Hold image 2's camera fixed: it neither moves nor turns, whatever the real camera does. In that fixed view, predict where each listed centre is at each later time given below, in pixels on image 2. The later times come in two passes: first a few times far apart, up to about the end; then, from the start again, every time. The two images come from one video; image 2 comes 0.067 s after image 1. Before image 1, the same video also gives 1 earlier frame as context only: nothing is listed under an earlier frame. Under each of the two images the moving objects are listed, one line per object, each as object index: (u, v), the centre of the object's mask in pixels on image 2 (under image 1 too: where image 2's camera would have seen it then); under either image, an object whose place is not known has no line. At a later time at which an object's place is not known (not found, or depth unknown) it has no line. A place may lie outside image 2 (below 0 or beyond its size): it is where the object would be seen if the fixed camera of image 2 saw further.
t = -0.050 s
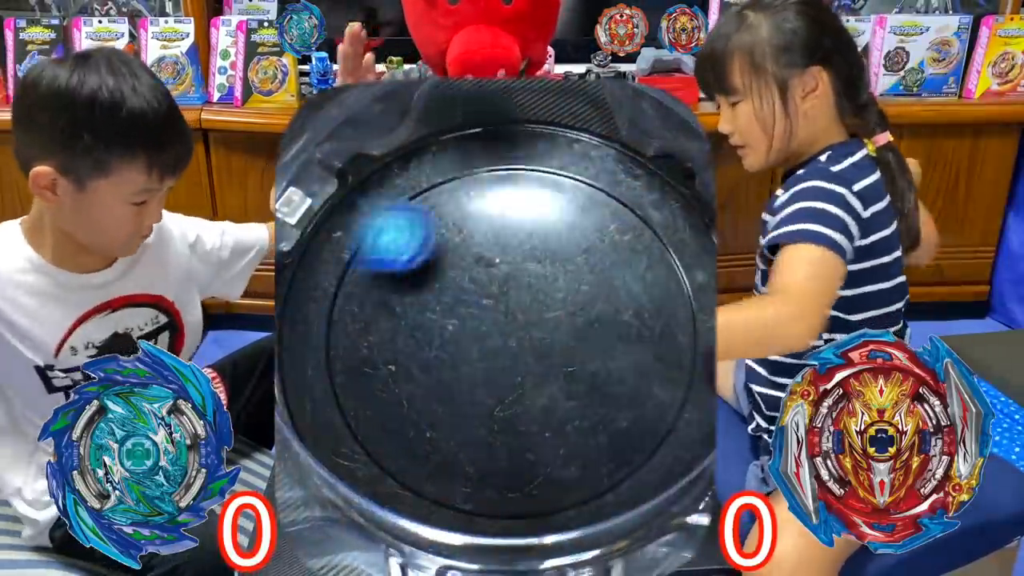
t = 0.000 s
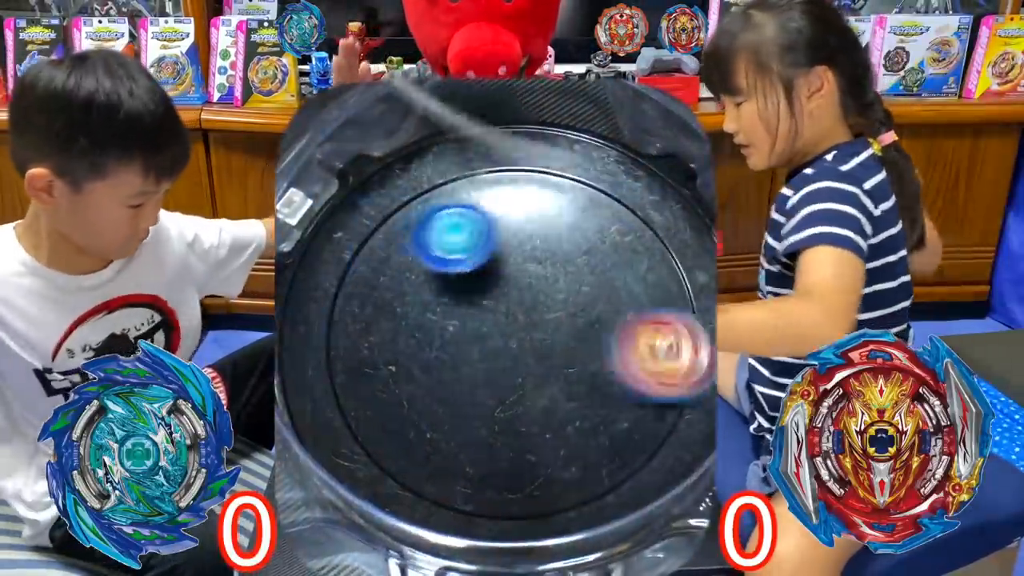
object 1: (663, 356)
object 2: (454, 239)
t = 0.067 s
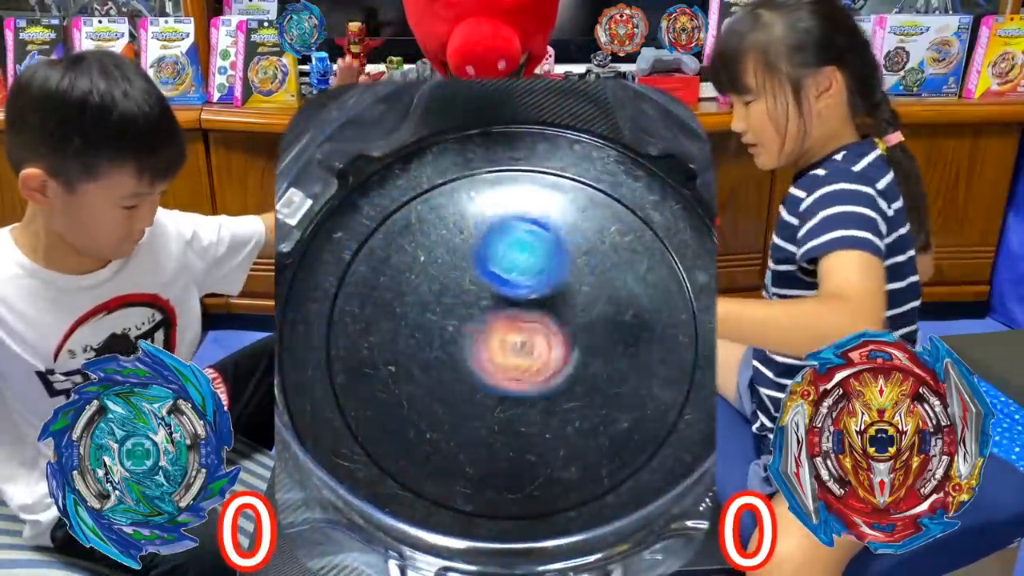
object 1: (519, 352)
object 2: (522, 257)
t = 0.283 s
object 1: (315, 301)
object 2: (616, 311)
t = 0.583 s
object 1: (348, 380)
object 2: (686, 224)
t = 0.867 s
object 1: (477, 392)
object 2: (521, 303)
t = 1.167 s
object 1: (545, 428)
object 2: (563, 201)
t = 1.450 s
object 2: (432, 182)
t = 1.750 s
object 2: (453, 329)
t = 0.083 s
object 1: (486, 348)
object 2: (541, 268)
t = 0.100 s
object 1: (454, 343)
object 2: (560, 281)
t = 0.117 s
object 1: (423, 337)
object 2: (579, 296)
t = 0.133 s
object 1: (394, 330)
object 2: (598, 314)
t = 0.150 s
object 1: (368, 323)
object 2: (613, 331)
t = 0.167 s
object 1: (344, 316)
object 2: (629, 350)
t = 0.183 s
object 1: (325, 309)
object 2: (641, 367)
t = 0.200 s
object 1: (316, 303)
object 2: (641, 363)
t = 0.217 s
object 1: (310, 298)
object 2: (639, 352)
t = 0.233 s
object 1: (306, 295)
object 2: (633, 339)
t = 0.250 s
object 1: (306, 296)
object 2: (629, 328)
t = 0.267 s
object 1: (310, 299)
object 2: (623, 319)
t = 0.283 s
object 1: (315, 301)
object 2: (616, 311)
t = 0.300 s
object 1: (323, 304)
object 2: (607, 305)
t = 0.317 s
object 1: (333, 309)
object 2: (601, 302)
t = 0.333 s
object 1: (344, 314)
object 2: (592, 300)
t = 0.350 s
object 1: (357, 320)
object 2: (585, 300)
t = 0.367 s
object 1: (371, 327)
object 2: (577, 302)
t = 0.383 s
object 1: (385, 333)
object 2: (570, 300)
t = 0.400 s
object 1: (401, 338)
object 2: (562, 299)
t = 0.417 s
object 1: (418, 343)
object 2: (556, 298)
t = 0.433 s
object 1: (435, 347)
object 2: (549, 299)
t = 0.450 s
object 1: (451, 349)
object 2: (541, 303)
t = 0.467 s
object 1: (455, 351)
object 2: (547, 306)
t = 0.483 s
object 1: (438, 356)
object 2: (588, 299)
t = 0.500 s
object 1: (419, 361)
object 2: (629, 287)
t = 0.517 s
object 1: (402, 367)
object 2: (667, 278)
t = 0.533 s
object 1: (386, 371)
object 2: (686, 261)
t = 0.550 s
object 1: (372, 373)
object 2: (695, 243)
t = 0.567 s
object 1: (357, 379)
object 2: (694, 228)
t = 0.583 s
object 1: (348, 380)
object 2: (686, 224)
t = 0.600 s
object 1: (338, 384)
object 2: (675, 223)
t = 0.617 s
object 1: (335, 384)
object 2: (659, 224)
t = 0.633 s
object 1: (337, 385)
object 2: (639, 227)
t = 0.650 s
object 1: (340, 386)
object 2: (620, 232)
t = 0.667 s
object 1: (345, 388)
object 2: (609, 231)
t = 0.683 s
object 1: (351, 389)
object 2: (601, 229)
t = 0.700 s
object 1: (358, 392)
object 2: (592, 231)
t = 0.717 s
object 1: (369, 394)
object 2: (583, 236)
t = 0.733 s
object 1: (381, 396)
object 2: (574, 241)
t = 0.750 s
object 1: (391, 397)
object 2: (565, 244)
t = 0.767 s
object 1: (405, 398)
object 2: (554, 249)
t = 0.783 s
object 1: (417, 399)
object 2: (544, 257)
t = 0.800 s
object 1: (433, 398)
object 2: (536, 265)
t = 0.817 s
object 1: (445, 394)
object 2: (527, 276)
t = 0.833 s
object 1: (461, 391)
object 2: (521, 288)
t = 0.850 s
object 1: (474, 386)
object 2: (519, 300)
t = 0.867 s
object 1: (477, 392)
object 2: (521, 303)
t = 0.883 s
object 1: (469, 415)
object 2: (530, 292)
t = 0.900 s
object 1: (462, 436)
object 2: (539, 281)
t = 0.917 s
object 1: (455, 460)
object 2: (547, 273)
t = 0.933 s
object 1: (448, 477)
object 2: (555, 264)
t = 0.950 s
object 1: (444, 490)
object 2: (563, 260)
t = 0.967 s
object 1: (441, 499)
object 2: (571, 252)
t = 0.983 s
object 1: (438, 516)
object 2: (576, 244)
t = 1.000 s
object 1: (446, 505)
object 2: (582, 234)
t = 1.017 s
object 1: (453, 502)
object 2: (587, 229)
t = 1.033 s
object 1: (461, 498)
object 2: (589, 221)
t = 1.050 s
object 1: (469, 494)
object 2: (588, 215)
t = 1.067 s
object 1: (478, 489)
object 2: (585, 210)
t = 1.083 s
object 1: (488, 481)
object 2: (582, 205)
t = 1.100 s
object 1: (499, 472)
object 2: (579, 201)
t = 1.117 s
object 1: (511, 463)
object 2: (575, 200)
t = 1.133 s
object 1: (522, 452)
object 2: (571, 199)
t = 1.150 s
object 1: (533, 442)
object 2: (567, 199)
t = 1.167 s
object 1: (545, 428)
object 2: (563, 201)
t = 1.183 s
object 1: (553, 416)
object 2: (556, 206)
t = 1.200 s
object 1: (560, 401)
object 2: (550, 210)
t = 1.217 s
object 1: (567, 385)
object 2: (546, 215)
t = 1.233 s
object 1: (570, 369)
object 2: (541, 221)
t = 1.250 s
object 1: (572, 354)
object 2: (539, 227)
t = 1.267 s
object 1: (573, 337)
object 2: (535, 234)
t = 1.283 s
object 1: (572, 323)
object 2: (534, 241)
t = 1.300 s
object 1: (573, 320)
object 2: (530, 235)
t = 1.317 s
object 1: (580, 329)
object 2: (522, 217)
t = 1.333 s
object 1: (585, 337)
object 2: (511, 204)
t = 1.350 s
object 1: (588, 343)
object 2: (499, 192)
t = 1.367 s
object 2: (486, 182)
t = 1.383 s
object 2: (475, 177)
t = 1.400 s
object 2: (463, 170)
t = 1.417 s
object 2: (451, 168)
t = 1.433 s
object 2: (440, 173)
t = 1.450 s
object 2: (432, 182)
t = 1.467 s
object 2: (422, 185)
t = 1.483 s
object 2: (412, 189)
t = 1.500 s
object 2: (403, 195)
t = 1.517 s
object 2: (396, 204)
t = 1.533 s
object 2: (388, 213)
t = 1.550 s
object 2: (382, 222)
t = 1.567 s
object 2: (379, 230)
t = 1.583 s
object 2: (378, 241)
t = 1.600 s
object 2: (377, 252)
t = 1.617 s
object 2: (379, 264)
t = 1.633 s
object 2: (385, 274)
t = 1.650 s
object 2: (390, 286)
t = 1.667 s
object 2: (397, 296)
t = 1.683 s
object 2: (406, 304)
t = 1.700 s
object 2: (417, 311)
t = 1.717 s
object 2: (429, 319)
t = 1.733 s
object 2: (440, 325)
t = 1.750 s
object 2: (453, 329)
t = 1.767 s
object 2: (466, 330)
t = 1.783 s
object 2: (478, 331)
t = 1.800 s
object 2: (480, 327)
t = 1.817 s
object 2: (475, 322)
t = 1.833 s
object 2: (468, 316)
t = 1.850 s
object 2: (464, 310)
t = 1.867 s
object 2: (459, 307)
